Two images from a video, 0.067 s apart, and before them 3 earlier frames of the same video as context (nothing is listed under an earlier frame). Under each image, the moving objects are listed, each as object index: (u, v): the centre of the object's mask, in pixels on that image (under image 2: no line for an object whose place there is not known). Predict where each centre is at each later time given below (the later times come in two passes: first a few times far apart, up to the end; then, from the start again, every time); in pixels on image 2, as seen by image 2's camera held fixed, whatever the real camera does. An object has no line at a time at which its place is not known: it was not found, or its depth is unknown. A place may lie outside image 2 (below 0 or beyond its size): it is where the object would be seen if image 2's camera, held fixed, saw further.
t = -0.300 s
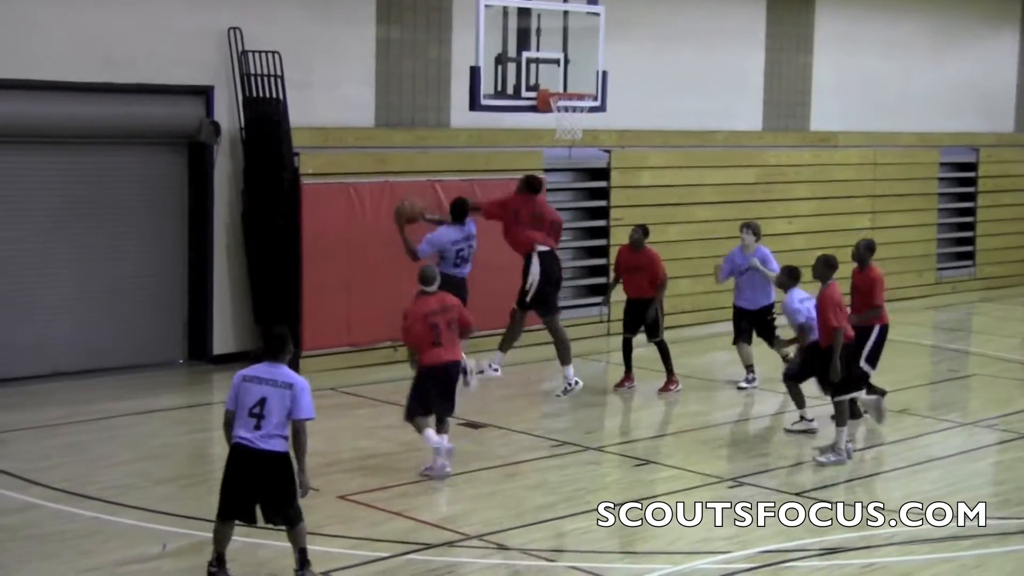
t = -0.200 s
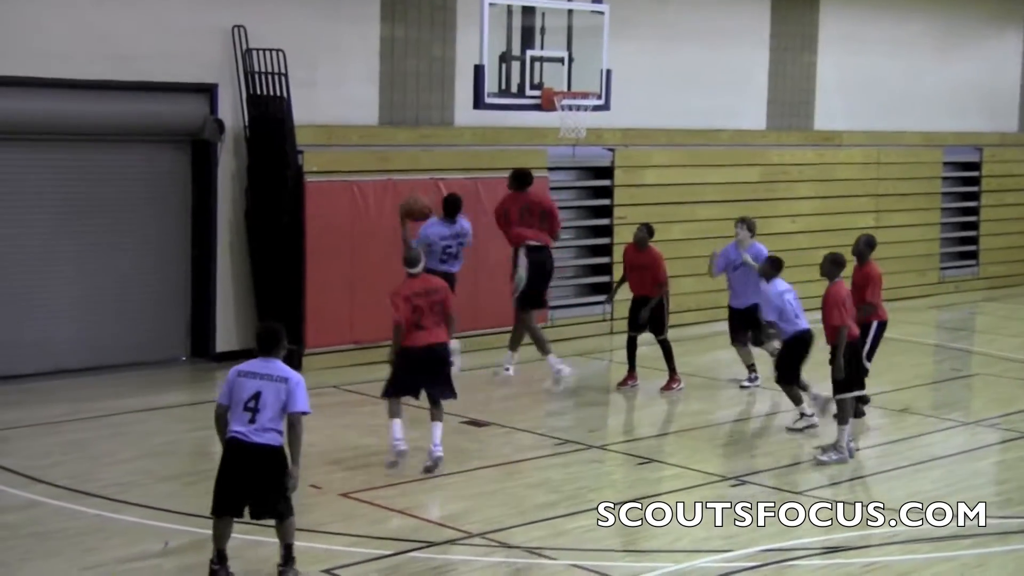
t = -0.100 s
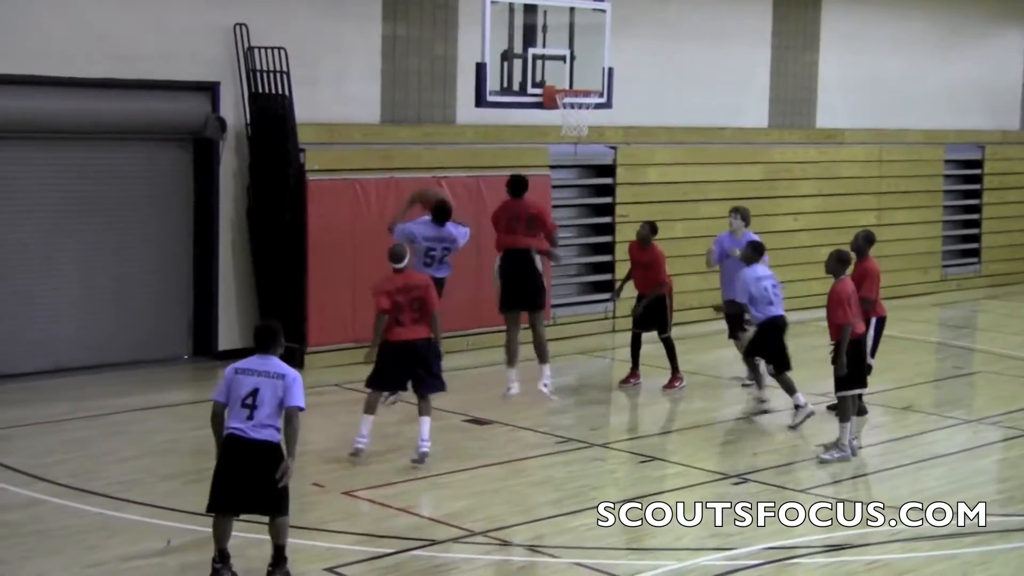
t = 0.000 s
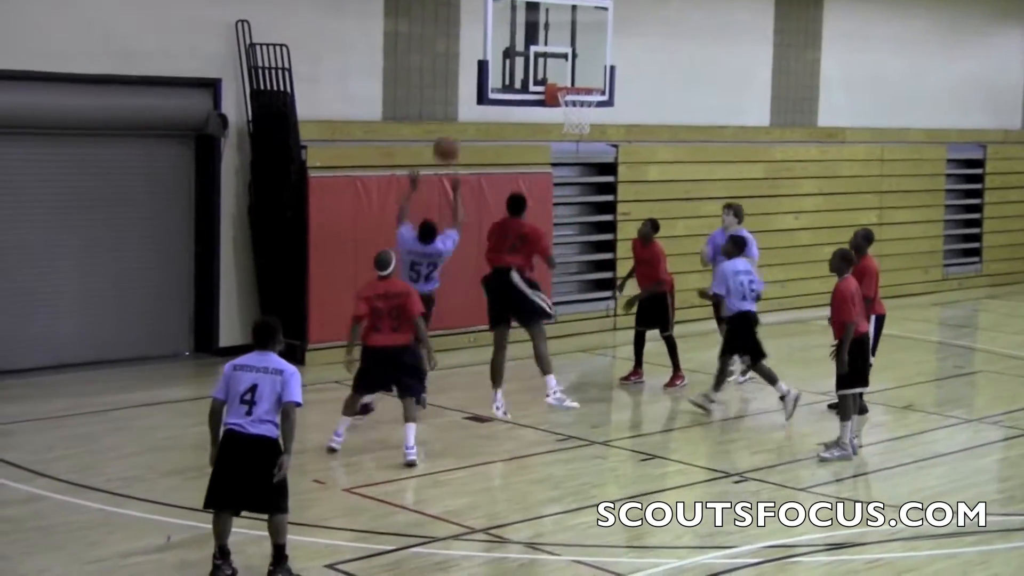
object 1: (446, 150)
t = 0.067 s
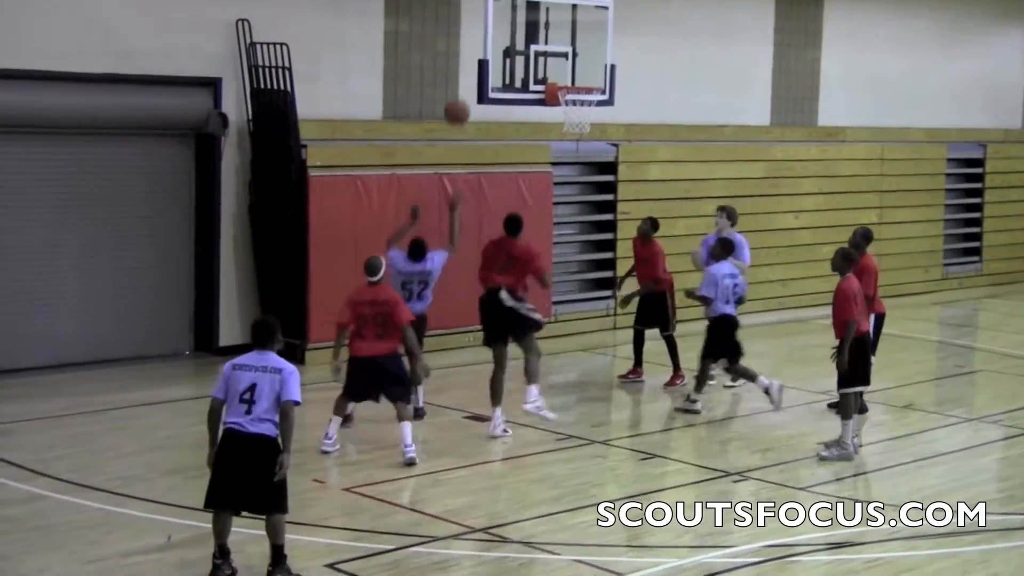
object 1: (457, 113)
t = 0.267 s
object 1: (486, 37)
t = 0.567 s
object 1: (525, 10)
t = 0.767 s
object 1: (562, 42)
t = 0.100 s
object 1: (462, 96)
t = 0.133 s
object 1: (467, 81)
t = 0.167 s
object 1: (472, 68)
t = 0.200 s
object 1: (477, 57)
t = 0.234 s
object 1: (482, 46)
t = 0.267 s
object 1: (486, 37)
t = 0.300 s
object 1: (491, 29)
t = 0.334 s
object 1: (495, 23)
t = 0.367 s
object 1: (499, 18)
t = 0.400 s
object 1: (504, 13)
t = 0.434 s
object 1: (509, 10)
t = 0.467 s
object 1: (513, 9)
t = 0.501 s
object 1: (517, 8)
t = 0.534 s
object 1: (521, 8)
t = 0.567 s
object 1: (525, 10)
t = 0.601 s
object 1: (532, 12)
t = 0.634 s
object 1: (539, 16)
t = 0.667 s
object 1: (541, 19)
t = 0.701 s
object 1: (550, 26)
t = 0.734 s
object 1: (557, 33)
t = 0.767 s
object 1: (562, 42)
